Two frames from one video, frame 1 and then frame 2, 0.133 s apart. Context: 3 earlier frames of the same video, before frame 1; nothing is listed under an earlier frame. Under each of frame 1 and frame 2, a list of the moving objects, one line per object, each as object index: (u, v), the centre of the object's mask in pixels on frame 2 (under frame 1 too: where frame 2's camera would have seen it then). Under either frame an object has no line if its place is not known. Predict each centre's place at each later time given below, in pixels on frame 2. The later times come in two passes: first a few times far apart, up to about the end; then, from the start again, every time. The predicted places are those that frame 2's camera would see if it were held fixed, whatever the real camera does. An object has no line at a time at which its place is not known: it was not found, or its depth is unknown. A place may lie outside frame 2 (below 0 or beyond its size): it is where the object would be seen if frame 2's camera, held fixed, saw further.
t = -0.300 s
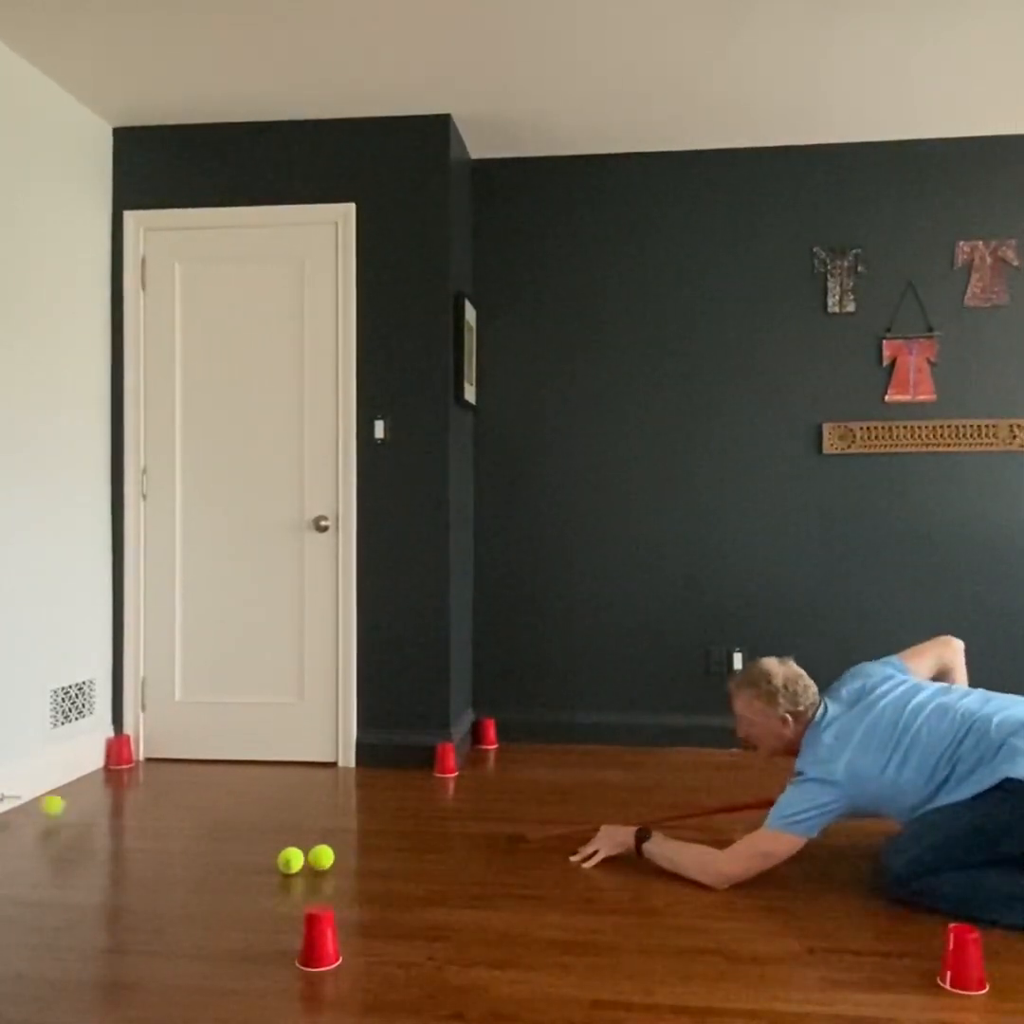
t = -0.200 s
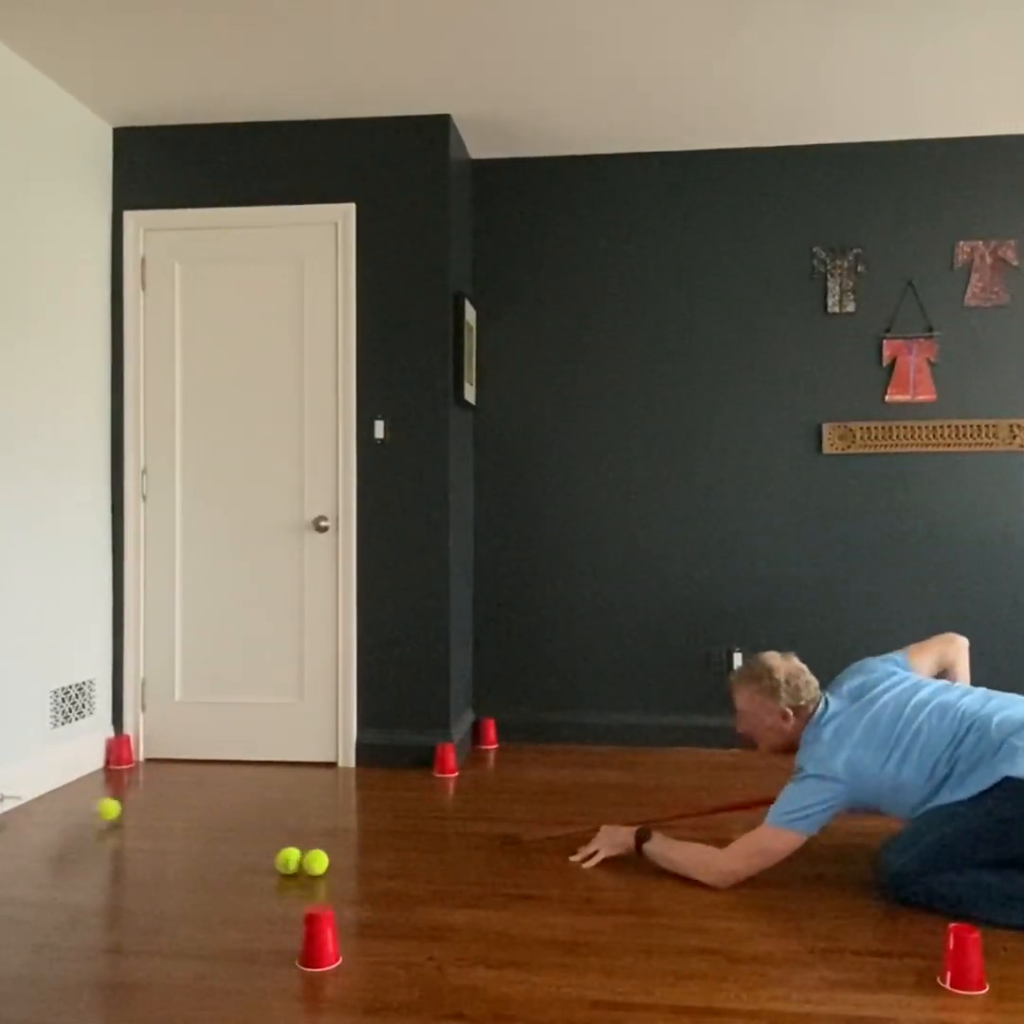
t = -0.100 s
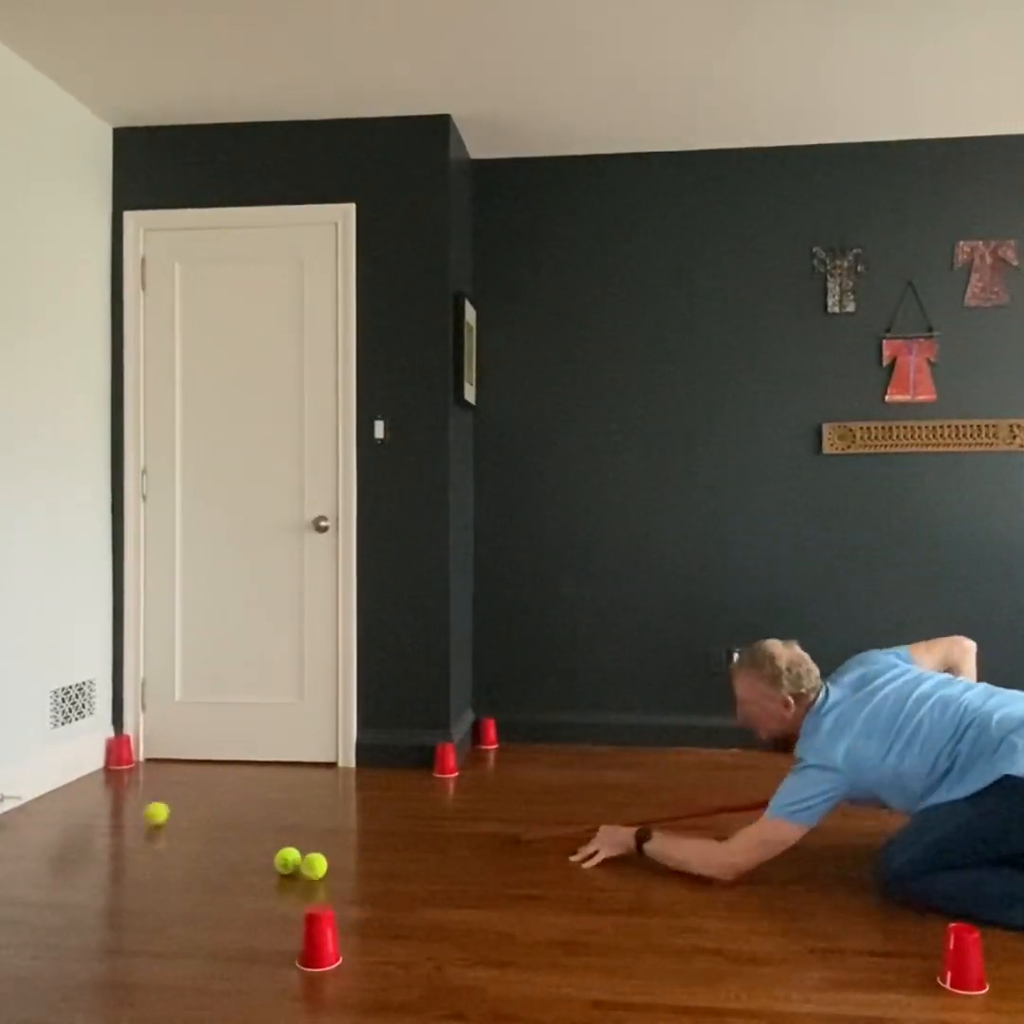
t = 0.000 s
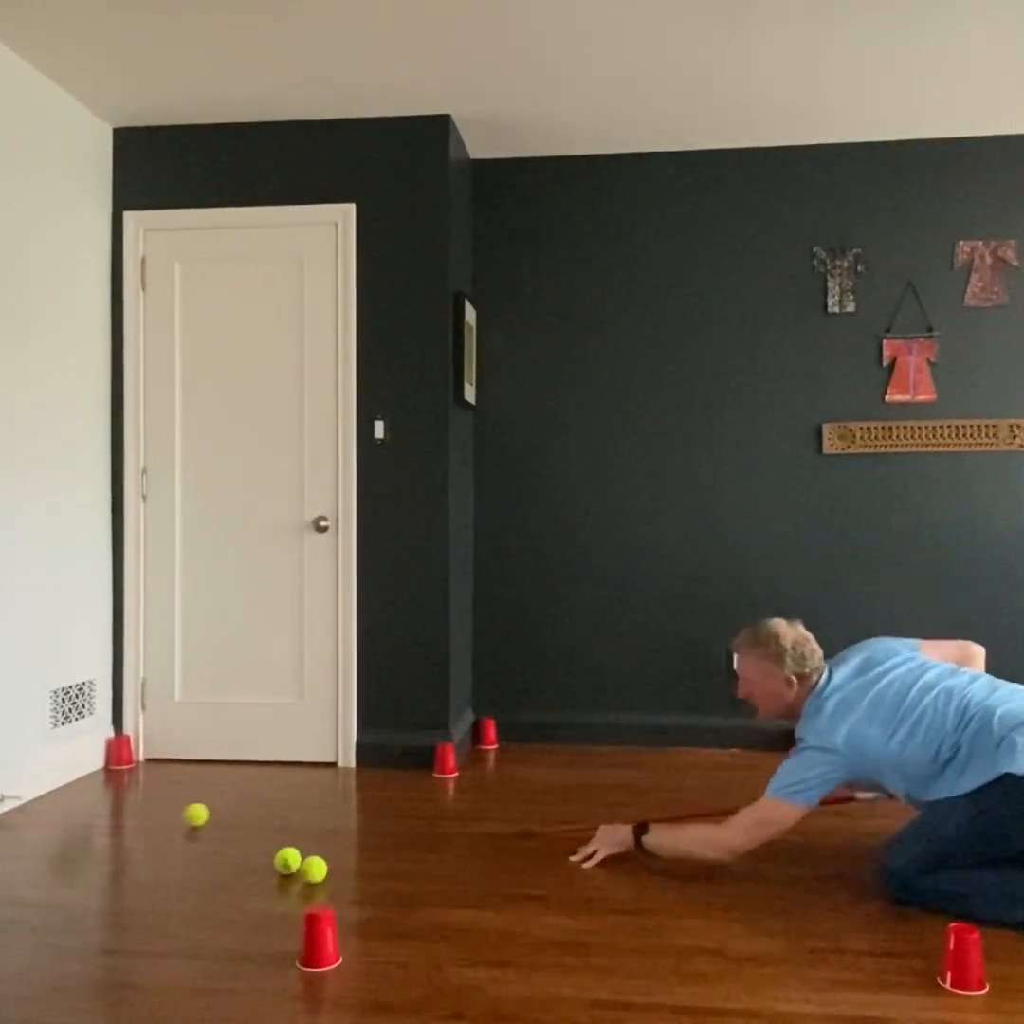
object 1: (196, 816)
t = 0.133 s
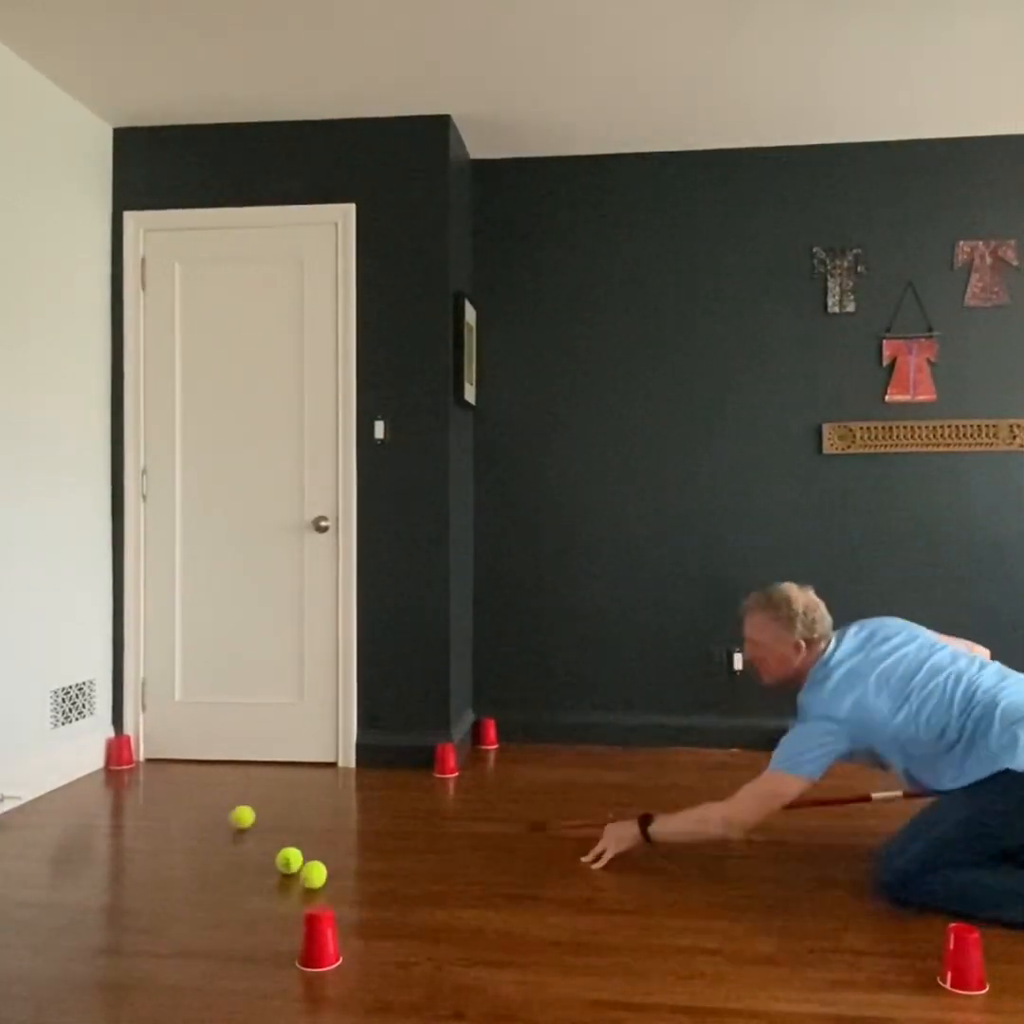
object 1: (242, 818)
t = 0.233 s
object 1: (276, 817)
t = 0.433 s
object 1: (343, 820)
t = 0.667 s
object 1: (417, 823)
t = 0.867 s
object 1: (478, 825)
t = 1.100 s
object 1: (548, 829)
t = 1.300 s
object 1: (606, 833)
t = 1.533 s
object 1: (673, 838)
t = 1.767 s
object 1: (738, 842)
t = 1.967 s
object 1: (793, 847)
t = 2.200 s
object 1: (856, 852)
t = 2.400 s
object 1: (908, 857)
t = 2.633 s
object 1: (968, 862)
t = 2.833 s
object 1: (1015, 866)
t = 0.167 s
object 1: (253, 817)
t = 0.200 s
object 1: (264, 817)
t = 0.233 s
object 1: (276, 817)
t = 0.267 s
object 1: (287, 818)
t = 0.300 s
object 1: (299, 818)
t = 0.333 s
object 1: (310, 818)
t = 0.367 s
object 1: (321, 819)
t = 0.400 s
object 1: (331, 819)
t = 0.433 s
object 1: (343, 820)
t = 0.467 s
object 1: (354, 820)
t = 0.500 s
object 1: (364, 820)
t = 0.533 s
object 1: (375, 821)
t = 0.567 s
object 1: (385, 821)
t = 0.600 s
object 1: (396, 822)
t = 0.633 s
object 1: (406, 822)
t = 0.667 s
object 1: (417, 823)
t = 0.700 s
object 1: (427, 822)
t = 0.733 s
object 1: (437, 823)
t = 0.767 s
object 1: (448, 824)
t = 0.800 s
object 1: (458, 825)
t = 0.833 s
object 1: (468, 825)
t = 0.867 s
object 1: (478, 825)
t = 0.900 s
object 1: (488, 826)
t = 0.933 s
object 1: (498, 826)
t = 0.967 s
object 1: (508, 827)
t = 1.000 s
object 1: (518, 827)
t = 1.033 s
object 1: (528, 828)
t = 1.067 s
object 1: (538, 828)
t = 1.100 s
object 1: (548, 829)
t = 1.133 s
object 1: (558, 830)
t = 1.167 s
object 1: (567, 830)
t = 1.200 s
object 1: (577, 831)
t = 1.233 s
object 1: (587, 831)
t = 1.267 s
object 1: (596, 832)
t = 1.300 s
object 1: (606, 833)
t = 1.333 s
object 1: (616, 834)
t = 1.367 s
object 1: (625, 834)
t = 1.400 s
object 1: (635, 835)
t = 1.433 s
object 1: (644, 836)
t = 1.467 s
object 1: (654, 836)
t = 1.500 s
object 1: (663, 837)
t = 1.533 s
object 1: (673, 838)
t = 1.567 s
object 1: (682, 838)
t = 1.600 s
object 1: (692, 838)
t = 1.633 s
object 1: (700, 840)
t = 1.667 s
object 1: (710, 841)
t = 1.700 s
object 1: (719, 841)
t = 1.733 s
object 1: (728, 841)
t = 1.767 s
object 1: (738, 842)
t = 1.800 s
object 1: (747, 843)
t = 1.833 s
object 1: (756, 844)
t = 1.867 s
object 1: (765, 845)
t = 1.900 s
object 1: (775, 845)
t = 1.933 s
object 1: (784, 846)
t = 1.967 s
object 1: (793, 847)
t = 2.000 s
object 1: (802, 848)
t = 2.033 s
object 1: (811, 849)
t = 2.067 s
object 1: (820, 849)
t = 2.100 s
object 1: (829, 850)
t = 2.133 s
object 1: (838, 851)
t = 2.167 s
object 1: (847, 852)
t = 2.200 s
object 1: (856, 852)
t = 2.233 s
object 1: (864, 853)
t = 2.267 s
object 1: (873, 854)
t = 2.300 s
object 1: (882, 855)
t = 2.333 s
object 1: (891, 855)
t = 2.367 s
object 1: (900, 856)
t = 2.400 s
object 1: (908, 857)
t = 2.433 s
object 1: (917, 858)
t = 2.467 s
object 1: (925, 859)
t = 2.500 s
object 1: (934, 859)
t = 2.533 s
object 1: (943, 860)
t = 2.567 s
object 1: (951, 861)
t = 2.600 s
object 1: (960, 862)
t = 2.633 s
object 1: (968, 862)
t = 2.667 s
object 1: (976, 863)
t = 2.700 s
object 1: (985, 864)
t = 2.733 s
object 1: (993, 865)
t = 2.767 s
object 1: (1002, 866)
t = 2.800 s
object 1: (1010, 866)
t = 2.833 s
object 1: (1015, 866)
